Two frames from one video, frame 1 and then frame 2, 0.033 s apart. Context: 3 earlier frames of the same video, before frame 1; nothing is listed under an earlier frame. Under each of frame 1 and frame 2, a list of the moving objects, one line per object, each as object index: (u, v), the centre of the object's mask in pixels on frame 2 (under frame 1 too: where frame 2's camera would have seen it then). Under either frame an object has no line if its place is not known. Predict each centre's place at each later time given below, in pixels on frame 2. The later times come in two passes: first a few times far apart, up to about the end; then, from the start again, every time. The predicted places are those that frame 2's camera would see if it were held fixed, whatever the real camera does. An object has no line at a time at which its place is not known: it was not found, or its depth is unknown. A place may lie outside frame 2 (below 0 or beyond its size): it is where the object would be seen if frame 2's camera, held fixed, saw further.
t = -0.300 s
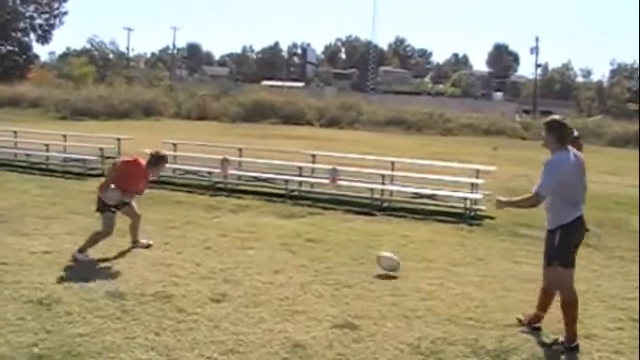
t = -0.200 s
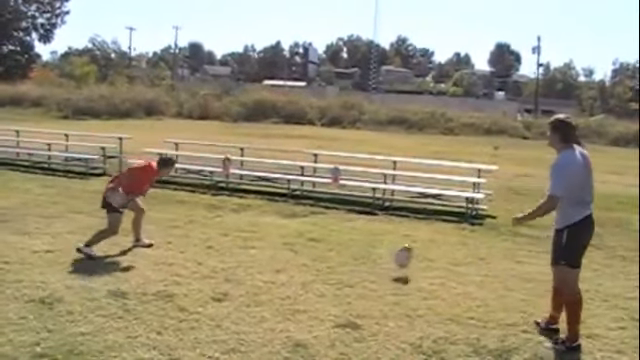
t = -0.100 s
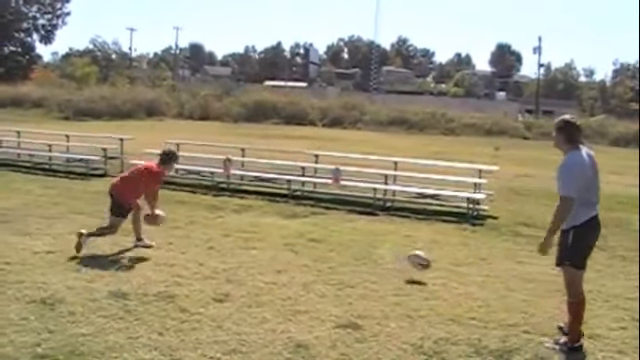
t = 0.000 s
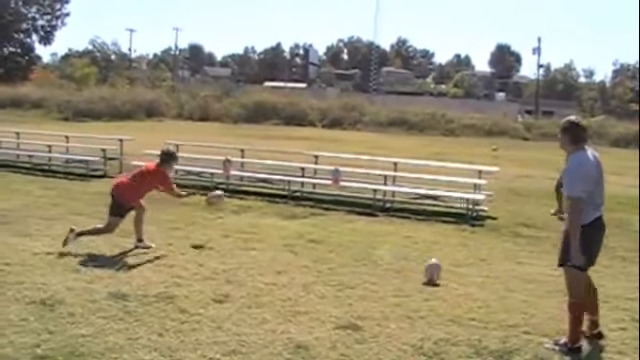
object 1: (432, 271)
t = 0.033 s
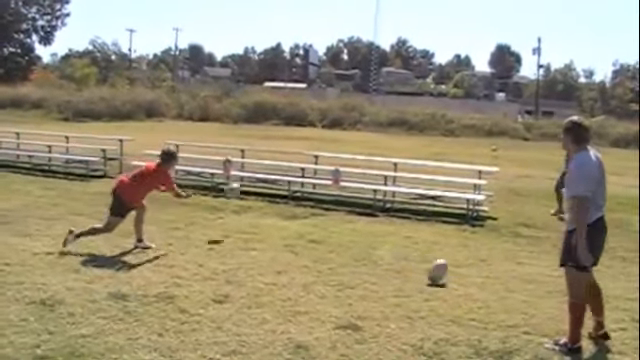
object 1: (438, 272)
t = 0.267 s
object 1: (471, 272)
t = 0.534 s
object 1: (498, 276)
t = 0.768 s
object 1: (514, 278)
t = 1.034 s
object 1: (531, 276)
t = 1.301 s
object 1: (543, 280)
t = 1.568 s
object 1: (544, 280)
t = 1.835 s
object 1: (540, 279)
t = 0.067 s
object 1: (443, 270)
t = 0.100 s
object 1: (447, 271)
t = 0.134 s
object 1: (453, 273)
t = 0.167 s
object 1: (458, 275)
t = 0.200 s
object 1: (462, 273)
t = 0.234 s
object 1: (467, 273)
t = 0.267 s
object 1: (471, 272)
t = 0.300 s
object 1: (474, 272)
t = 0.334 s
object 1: (478, 274)
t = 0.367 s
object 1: (482, 276)
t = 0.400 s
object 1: (486, 279)
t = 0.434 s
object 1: (489, 278)
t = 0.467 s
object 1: (492, 276)
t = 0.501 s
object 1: (495, 276)
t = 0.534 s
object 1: (498, 276)
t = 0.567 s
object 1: (500, 276)
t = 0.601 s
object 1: (503, 278)
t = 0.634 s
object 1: (506, 278)
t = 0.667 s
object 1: (508, 279)
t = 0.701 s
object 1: (510, 280)
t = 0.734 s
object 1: (512, 280)
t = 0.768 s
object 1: (514, 278)
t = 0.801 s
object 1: (517, 277)
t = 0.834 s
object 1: (519, 276)
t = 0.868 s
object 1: (521, 276)
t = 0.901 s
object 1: (523, 276)
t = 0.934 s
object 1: (525, 276)
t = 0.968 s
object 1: (526, 276)
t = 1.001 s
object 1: (528, 276)
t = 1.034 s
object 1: (531, 276)
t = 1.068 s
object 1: (532, 277)
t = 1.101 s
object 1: (533, 278)
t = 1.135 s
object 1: (535, 279)
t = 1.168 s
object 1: (537, 280)
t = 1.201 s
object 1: (538, 281)
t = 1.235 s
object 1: (540, 281)
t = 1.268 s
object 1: (542, 281)
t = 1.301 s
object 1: (543, 280)
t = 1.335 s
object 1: (544, 280)
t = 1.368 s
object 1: (544, 280)
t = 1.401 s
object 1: (545, 280)
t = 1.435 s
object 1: (545, 279)
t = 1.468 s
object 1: (545, 279)
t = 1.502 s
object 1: (545, 279)
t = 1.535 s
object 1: (545, 280)
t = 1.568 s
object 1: (544, 280)
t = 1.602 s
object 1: (543, 280)
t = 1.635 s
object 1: (543, 280)
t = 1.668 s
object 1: (543, 281)
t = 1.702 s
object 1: (542, 280)
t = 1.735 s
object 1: (541, 280)
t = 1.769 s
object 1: (541, 279)
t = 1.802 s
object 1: (541, 279)
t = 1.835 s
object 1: (540, 279)
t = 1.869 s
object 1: (540, 280)
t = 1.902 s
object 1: (540, 280)
